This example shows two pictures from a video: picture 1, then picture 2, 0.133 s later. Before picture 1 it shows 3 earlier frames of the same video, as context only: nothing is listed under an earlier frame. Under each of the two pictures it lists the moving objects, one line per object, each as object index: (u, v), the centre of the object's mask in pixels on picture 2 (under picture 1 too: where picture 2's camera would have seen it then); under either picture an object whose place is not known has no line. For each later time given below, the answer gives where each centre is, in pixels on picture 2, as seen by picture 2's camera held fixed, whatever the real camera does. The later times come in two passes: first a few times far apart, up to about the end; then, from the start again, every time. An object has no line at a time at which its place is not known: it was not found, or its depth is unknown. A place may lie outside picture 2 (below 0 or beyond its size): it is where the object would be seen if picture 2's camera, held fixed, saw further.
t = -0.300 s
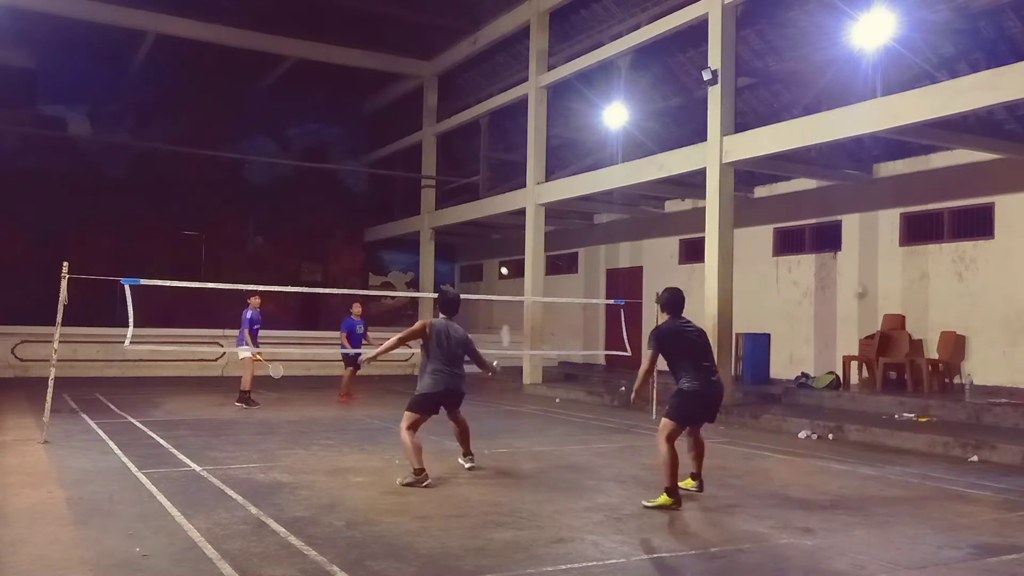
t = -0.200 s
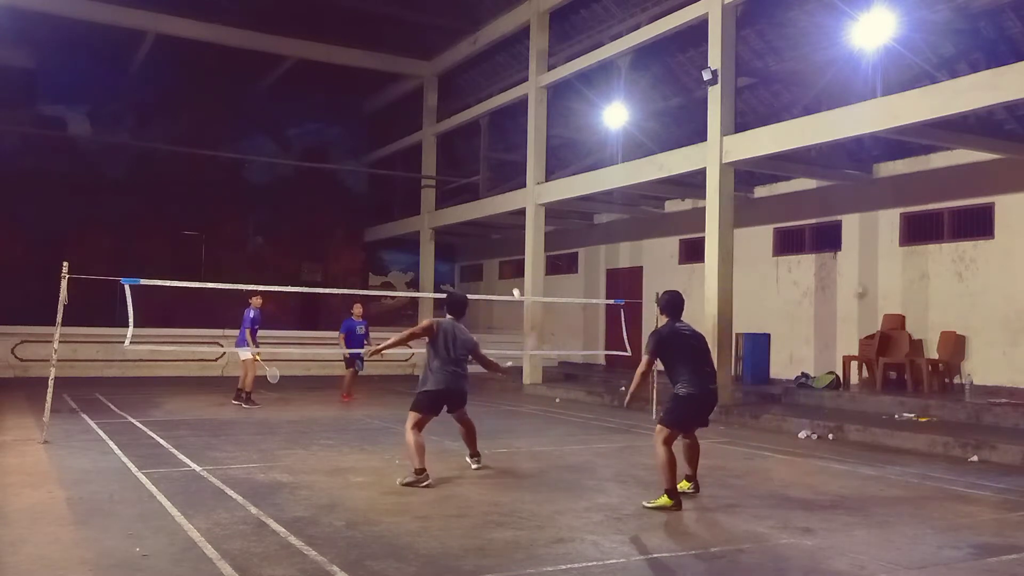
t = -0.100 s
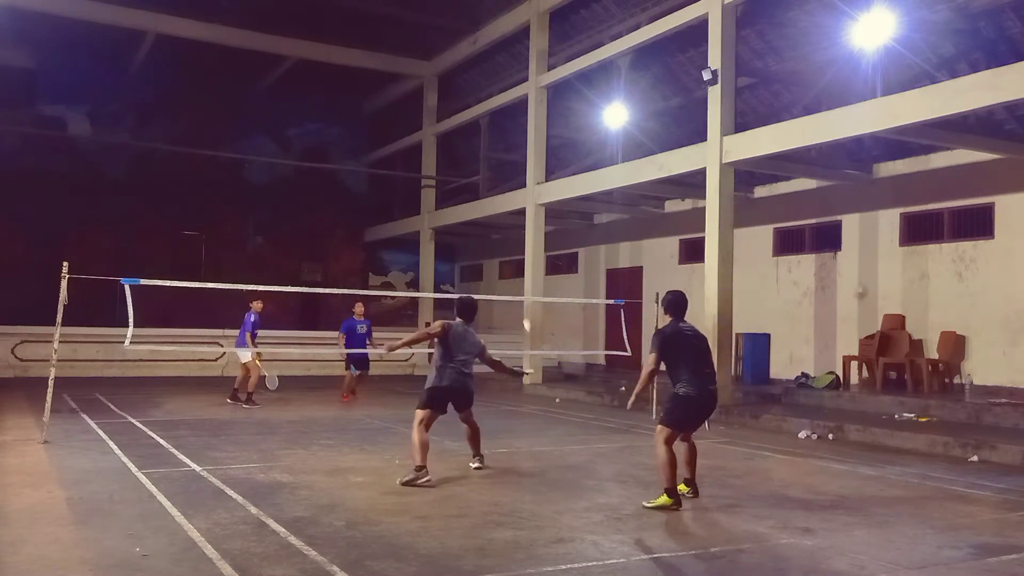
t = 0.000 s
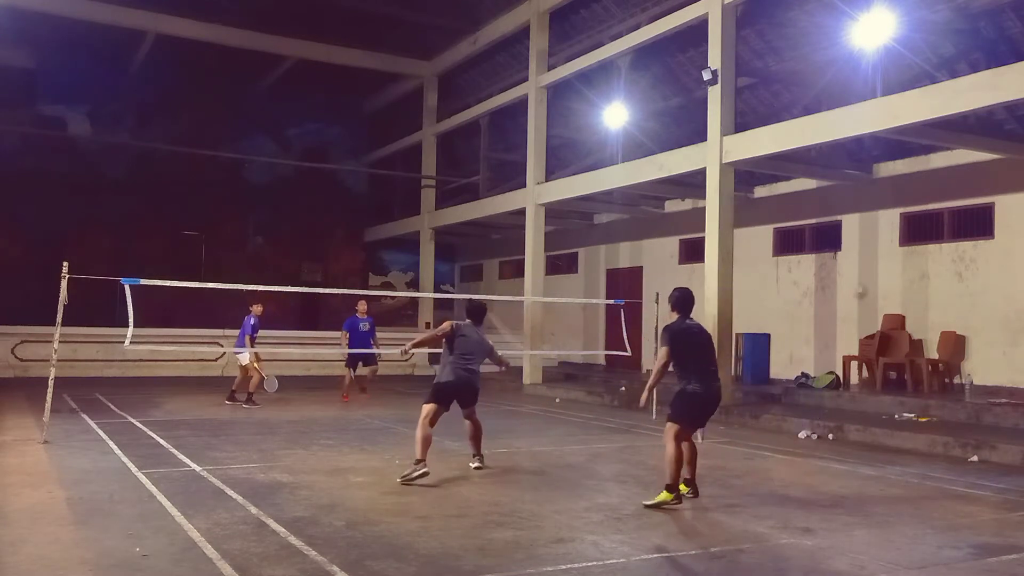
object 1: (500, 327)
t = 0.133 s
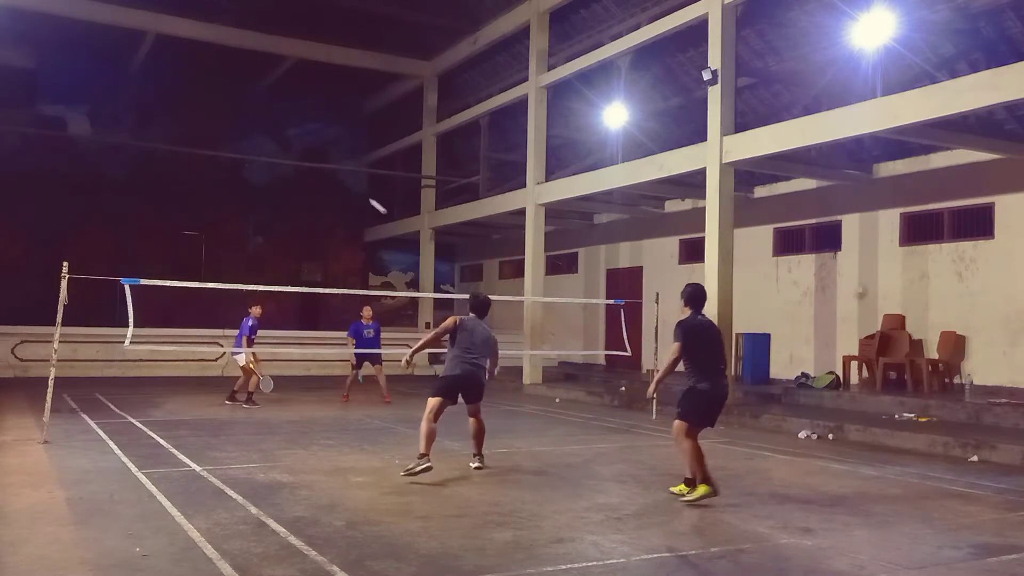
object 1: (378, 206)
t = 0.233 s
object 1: (326, 165)
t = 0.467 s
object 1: (253, 132)
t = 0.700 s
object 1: (211, 145)
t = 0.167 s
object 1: (357, 190)
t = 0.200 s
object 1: (341, 176)
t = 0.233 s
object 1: (326, 165)
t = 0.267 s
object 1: (312, 156)
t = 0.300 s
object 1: (299, 149)
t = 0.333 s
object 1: (289, 144)
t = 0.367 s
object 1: (279, 139)
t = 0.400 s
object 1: (270, 136)
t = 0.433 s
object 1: (261, 134)
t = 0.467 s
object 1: (253, 132)
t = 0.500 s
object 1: (246, 132)
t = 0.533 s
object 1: (239, 133)
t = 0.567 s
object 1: (233, 134)
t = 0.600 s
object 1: (227, 135)
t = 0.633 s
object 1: (221, 138)
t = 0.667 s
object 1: (216, 141)
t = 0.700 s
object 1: (211, 145)
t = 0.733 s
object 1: (206, 149)
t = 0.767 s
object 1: (201, 154)
